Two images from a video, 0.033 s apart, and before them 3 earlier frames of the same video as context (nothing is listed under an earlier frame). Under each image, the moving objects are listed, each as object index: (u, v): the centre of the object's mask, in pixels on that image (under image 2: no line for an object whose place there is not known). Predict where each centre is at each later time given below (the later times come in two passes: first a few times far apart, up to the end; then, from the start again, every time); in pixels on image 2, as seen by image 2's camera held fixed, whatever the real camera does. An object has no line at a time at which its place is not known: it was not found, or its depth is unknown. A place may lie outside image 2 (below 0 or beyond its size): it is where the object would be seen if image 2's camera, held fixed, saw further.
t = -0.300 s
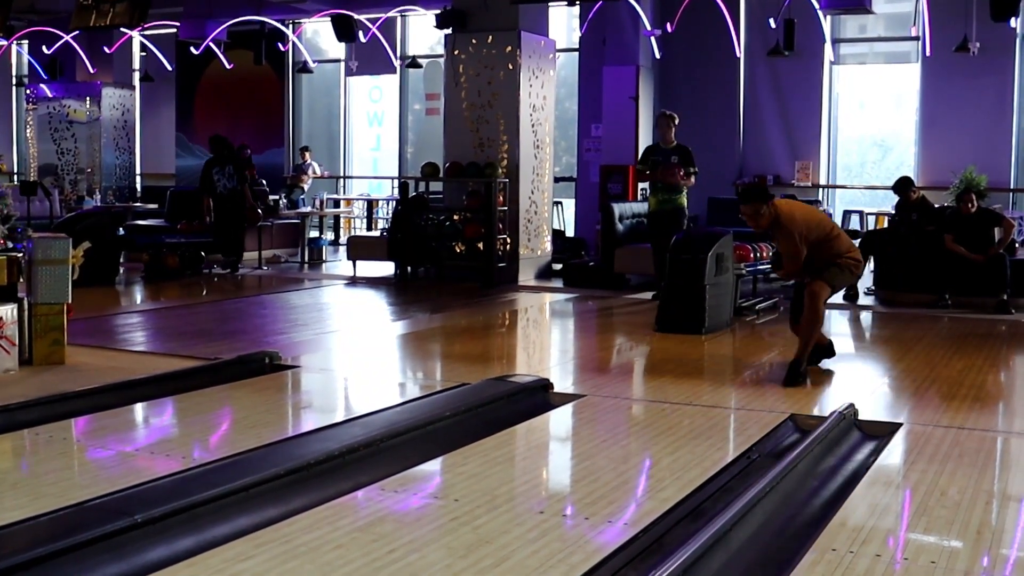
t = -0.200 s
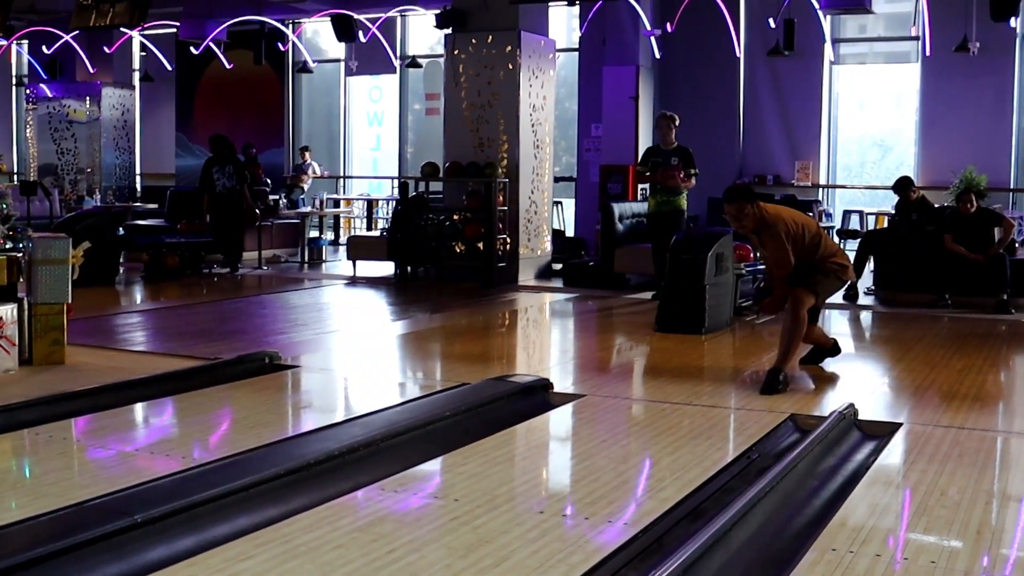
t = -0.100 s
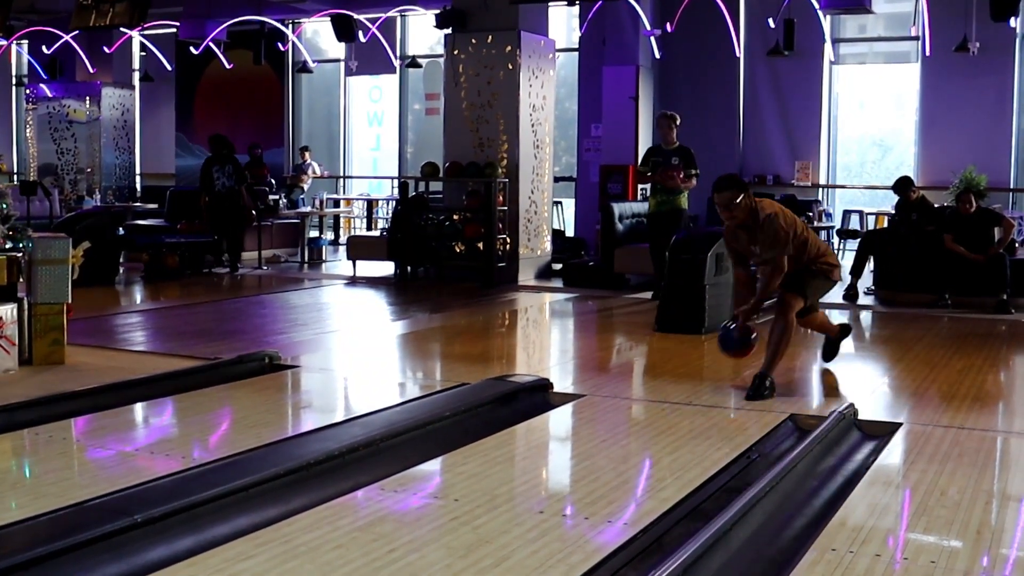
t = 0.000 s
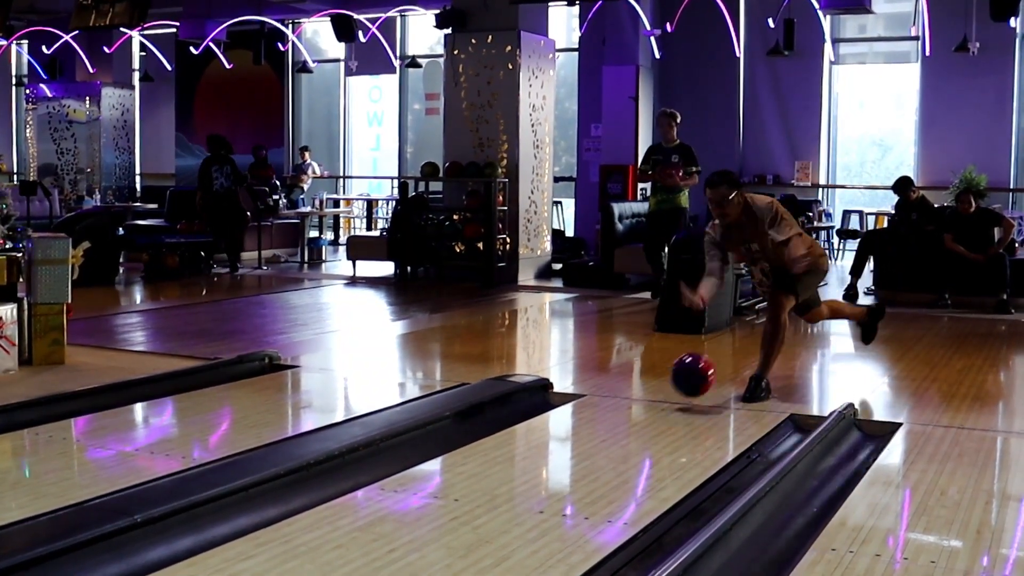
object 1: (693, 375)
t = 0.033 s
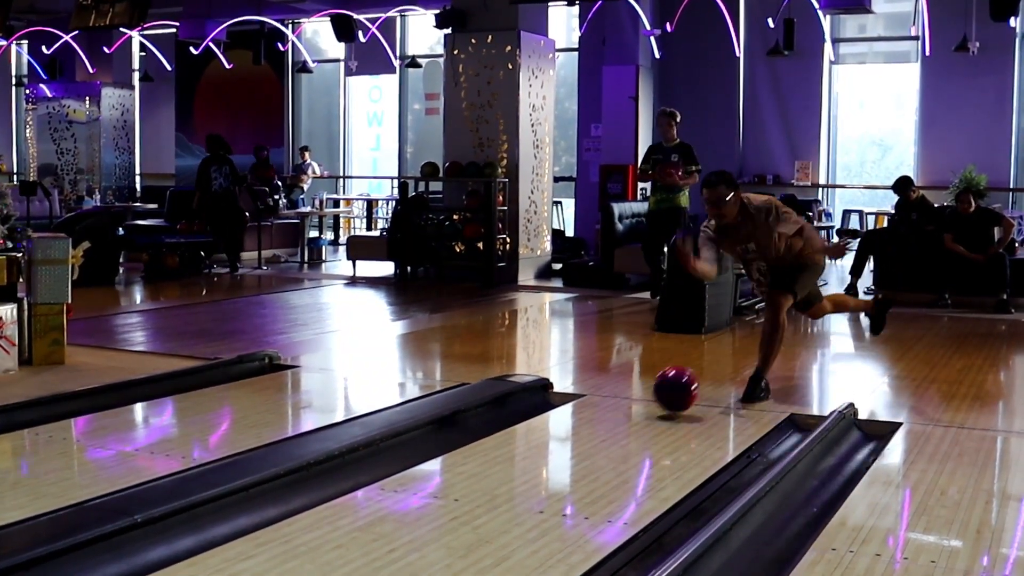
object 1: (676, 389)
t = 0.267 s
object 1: (513, 466)
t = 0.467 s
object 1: (256, 556)
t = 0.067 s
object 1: (657, 403)
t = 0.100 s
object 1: (638, 412)
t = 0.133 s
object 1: (617, 421)
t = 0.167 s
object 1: (595, 430)
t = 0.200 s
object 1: (570, 440)
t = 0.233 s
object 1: (542, 453)
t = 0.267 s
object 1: (513, 466)
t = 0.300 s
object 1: (480, 480)
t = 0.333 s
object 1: (445, 496)
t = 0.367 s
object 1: (405, 513)
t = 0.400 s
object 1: (361, 532)
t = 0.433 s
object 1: (311, 545)
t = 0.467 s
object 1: (256, 556)
